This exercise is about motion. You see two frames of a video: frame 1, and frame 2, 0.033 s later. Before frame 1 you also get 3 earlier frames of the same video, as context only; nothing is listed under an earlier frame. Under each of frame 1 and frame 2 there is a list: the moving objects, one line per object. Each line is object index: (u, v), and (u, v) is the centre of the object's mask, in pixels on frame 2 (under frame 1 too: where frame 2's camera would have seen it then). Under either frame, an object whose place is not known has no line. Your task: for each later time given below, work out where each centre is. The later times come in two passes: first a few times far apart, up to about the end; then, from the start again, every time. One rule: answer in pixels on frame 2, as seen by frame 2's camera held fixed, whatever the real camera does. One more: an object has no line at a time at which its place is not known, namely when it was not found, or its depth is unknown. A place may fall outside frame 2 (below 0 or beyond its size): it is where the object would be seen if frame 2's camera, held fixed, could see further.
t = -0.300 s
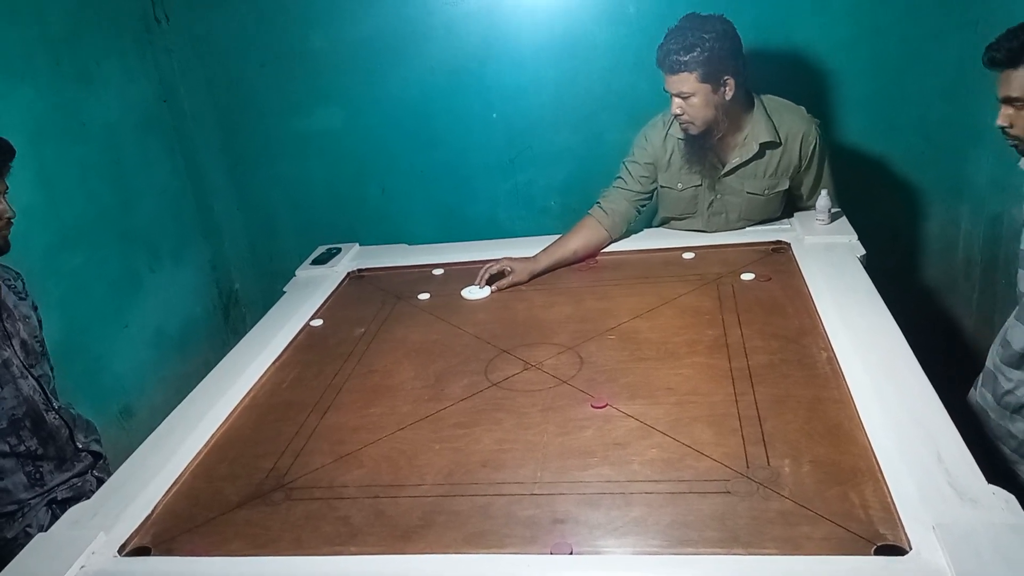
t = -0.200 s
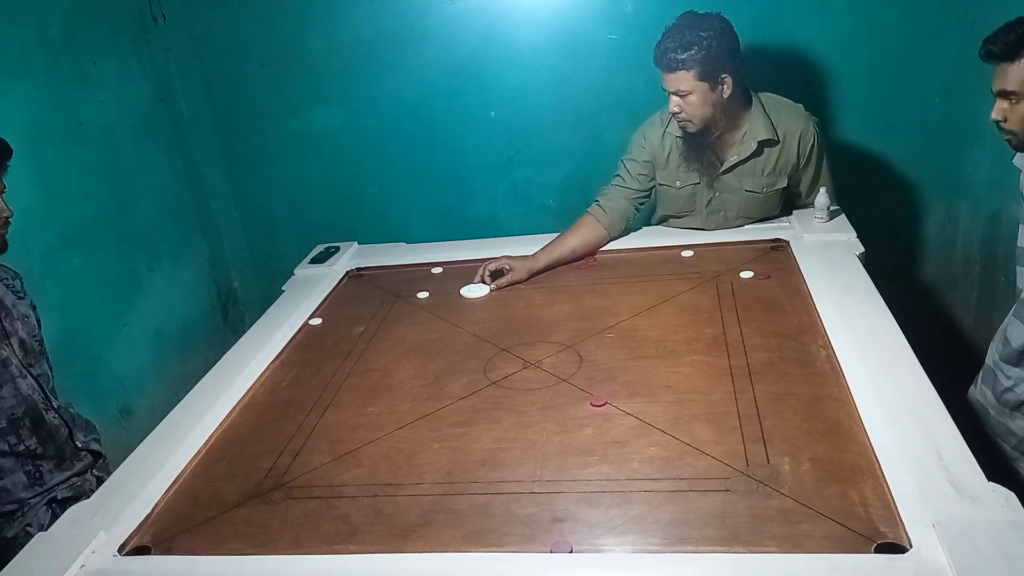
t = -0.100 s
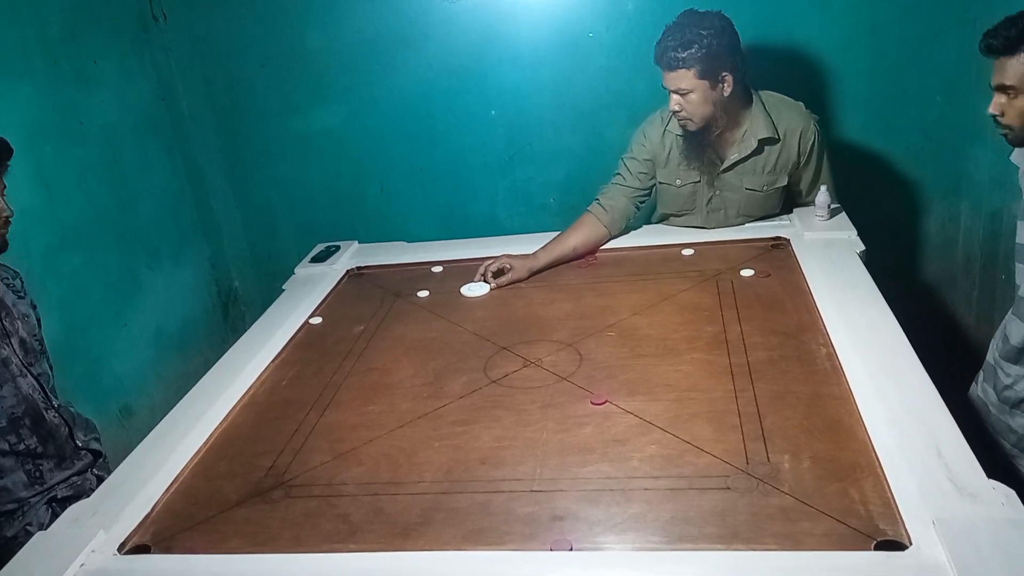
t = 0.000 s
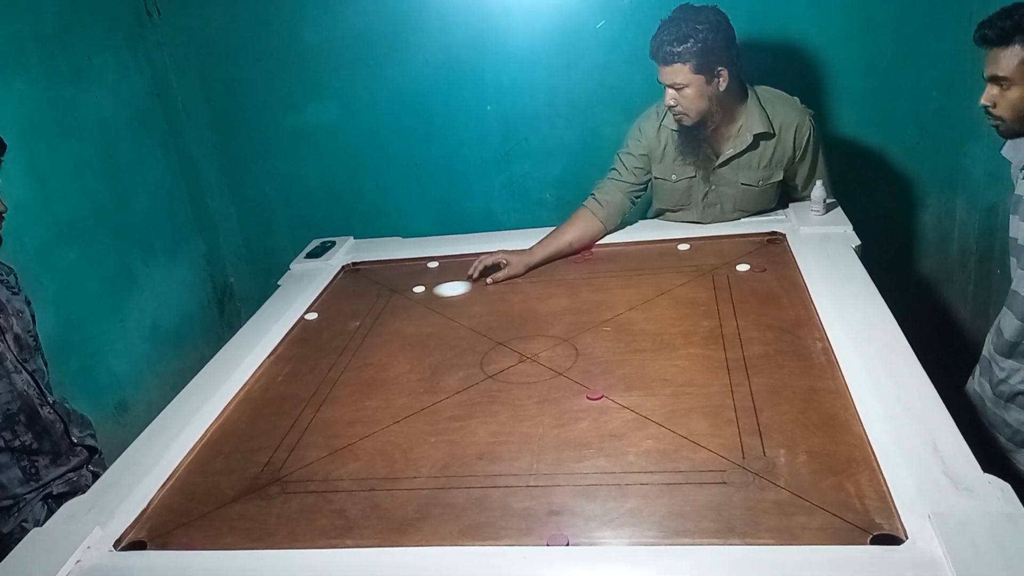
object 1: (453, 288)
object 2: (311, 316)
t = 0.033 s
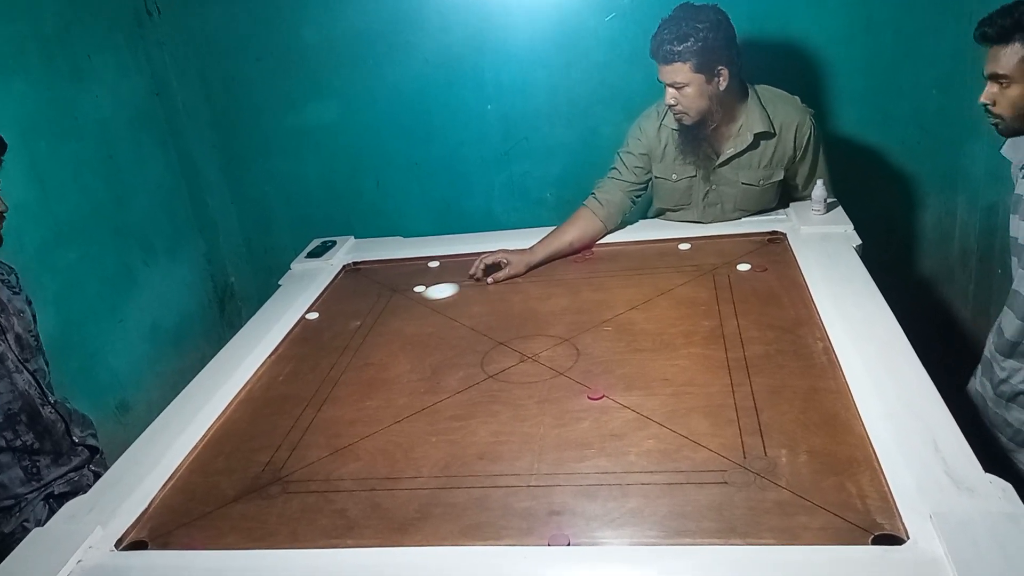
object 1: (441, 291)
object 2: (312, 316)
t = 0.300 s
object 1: (347, 313)
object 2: (312, 316)
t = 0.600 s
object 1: (316, 340)
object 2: (346, 289)
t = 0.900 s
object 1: (301, 365)
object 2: (376, 269)
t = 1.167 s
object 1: (290, 384)
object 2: (386, 283)
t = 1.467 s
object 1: (281, 401)
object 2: (395, 295)
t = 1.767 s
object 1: (276, 413)
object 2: (403, 304)
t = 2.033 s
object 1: (274, 419)
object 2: (408, 307)
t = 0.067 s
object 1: (429, 294)
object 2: (312, 316)
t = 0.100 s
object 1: (416, 297)
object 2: (312, 316)
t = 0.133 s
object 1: (405, 299)
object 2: (312, 316)
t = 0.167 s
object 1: (393, 302)
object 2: (311, 316)
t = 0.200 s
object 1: (381, 305)
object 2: (312, 316)
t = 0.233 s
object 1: (370, 308)
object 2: (312, 316)
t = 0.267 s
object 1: (358, 310)
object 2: (312, 316)
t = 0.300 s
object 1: (347, 313)
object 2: (312, 316)
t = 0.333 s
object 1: (336, 316)
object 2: (312, 316)
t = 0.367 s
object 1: (329, 318)
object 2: (313, 313)
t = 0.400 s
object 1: (327, 322)
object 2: (319, 309)
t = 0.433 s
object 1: (325, 325)
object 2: (324, 306)
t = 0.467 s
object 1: (323, 328)
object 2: (329, 302)
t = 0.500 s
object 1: (322, 331)
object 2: (333, 299)
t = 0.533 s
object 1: (320, 334)
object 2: (337, 295)
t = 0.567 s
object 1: (318, 337)
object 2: (342, 292)
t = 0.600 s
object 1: (316, 340)
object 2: (346, 289)
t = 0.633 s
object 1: (314, 343)
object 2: (350, 285)
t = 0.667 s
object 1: (312, 346)
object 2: (354, 282)
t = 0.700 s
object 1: (311, 349)
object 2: (358, 279)
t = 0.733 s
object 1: (309, 351)
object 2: (362, 276)
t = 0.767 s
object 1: (307, 354)
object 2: (365, 273)
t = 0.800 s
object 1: (306, 357)
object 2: (369, 271)
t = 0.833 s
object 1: (304, 360)
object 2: (372, 268)
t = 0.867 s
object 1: (303, 362)
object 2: (375, 267)
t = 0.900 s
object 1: (301, 365)
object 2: (376, 269)
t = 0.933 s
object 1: (300, 367)
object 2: (377, 271)
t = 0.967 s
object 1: (298, 370)
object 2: (379, 273)
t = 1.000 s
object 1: (297, 372)
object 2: (380, 274)
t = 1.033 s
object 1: (295, 375)
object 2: (381, 276)
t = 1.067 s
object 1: (294, 377)
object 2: (382, 278)
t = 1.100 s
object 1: (293, 380)
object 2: (384, 280)
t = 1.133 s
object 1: (291, 382)
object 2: (385, 281)
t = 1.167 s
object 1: (290, 384)
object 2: (386, 283)
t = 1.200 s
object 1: (289, 386)
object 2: (387, 285)
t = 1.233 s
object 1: (288, 388)
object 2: (388, 286)
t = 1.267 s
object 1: (286, 390)
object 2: (389, 288)
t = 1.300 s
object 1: (285, 392)
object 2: (390, 289)
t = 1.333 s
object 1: (284, 394)
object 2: (391, 290)
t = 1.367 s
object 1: (284, 396)
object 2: (393, 292)
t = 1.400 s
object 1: (282, 398)
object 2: (394, 293)
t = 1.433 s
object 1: (281, 399)
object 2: (395, 294)
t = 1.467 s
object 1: (281, 401)
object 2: (395, 295)
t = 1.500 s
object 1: (280, 403)
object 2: (397, 296)
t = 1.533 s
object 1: (279, 404)
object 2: (398, 297)
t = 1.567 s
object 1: (279, 406)
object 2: (398, 298)
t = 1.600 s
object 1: (278, 407)
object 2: (399, 299)
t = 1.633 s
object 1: (277, 408)
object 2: (400, 300)
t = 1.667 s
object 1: (277, 410)
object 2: (401, 301)
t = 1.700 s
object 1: (276, 411)
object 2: (402, 302)
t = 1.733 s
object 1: (276, 412)
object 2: (402, 303)
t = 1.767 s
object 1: (276, 413)
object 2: (403, 304)
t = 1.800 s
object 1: (275, 414)
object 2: (404, 304)
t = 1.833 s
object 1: (275, 415)
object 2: (405, 305)
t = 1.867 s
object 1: (275, 416)
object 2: (406, 305)
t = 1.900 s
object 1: (274, 417)
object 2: (406, 306)
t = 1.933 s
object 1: (274, 418)
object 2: (407, 306)
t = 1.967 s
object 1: (274, 418)
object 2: (407, 307)
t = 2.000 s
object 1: (274, 419)
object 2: (408, 307)
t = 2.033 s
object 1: (274, 419)
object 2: (408, 307)
